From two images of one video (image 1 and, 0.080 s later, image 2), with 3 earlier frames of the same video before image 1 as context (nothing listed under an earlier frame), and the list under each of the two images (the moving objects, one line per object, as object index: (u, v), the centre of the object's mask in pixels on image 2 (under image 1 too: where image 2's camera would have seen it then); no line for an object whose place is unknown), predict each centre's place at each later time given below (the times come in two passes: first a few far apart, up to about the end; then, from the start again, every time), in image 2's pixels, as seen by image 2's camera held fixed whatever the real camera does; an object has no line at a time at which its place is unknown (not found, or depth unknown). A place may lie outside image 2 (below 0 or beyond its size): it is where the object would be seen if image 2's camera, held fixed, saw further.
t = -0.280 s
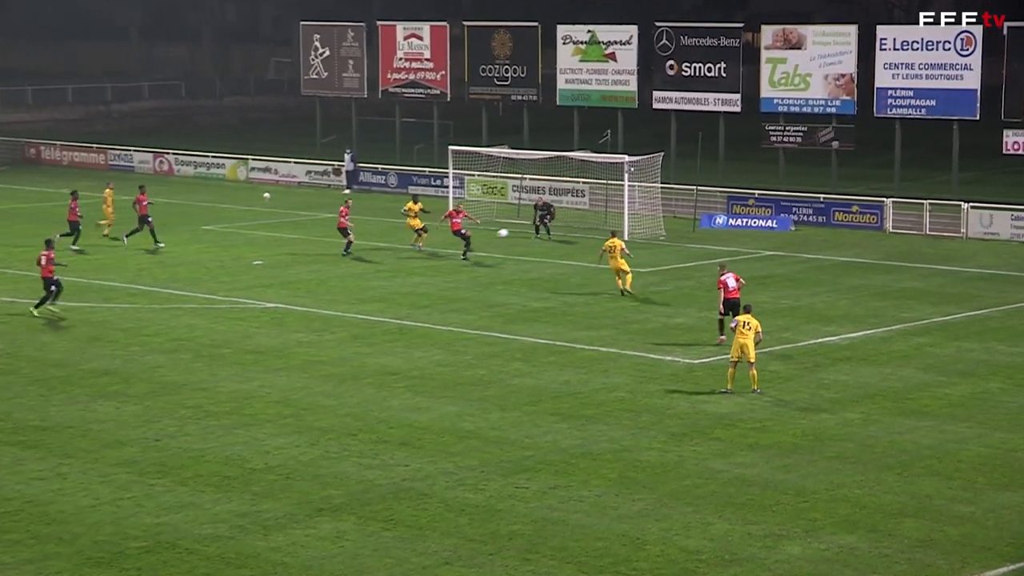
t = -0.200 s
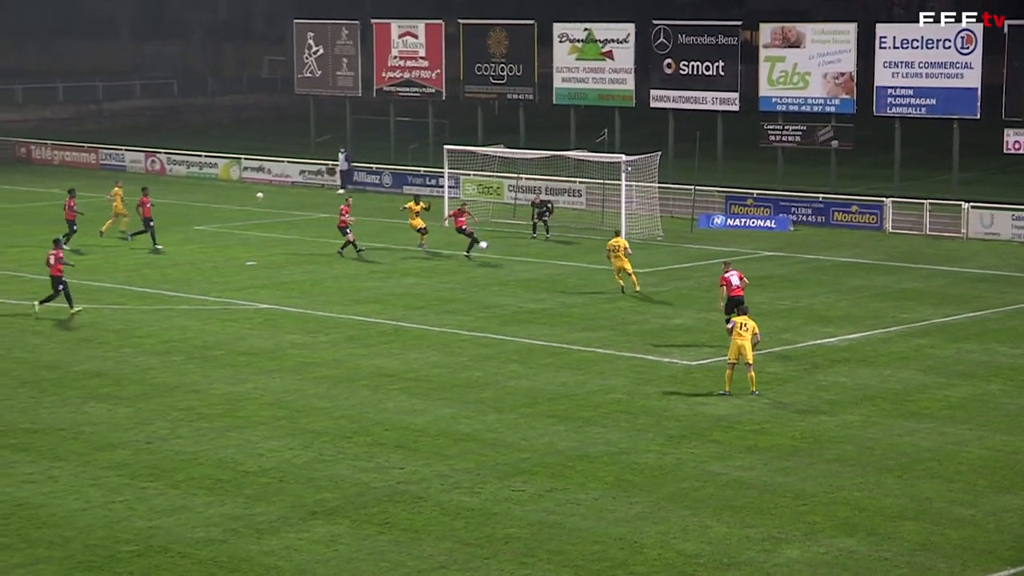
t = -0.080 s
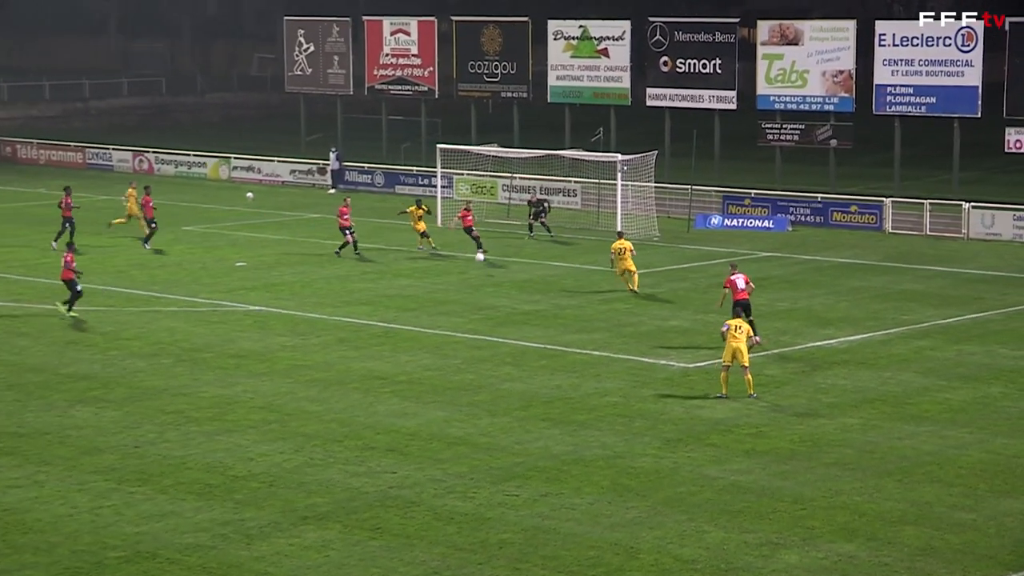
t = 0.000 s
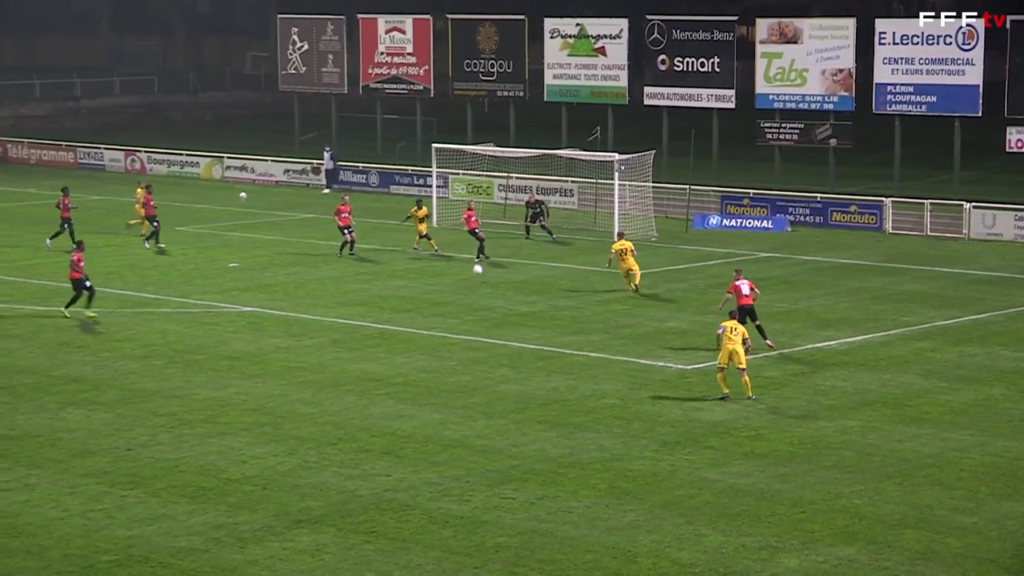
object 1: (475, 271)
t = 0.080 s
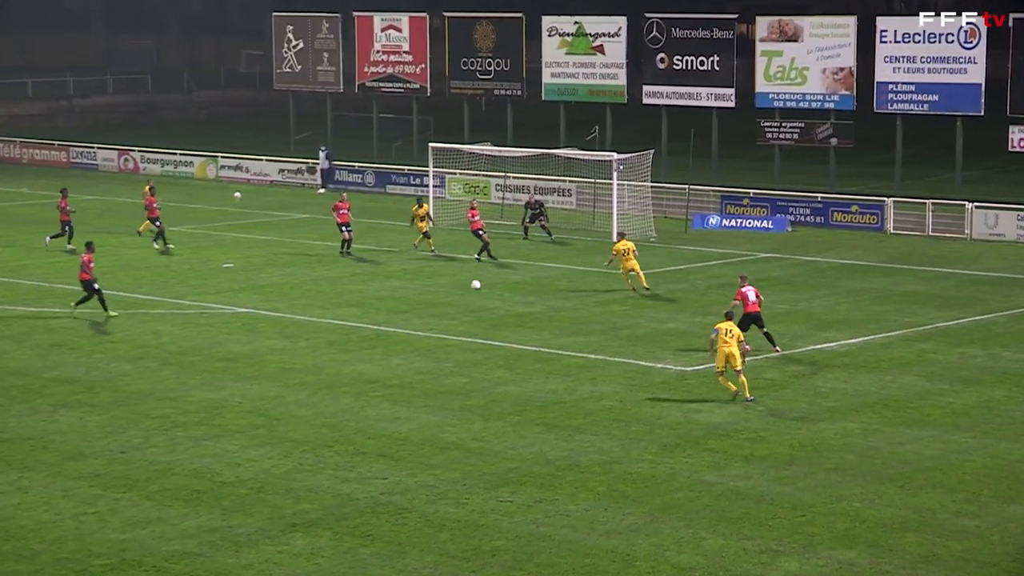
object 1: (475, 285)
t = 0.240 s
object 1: (472, 293)
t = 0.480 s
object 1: (465, 315)
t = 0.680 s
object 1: (459, 330)
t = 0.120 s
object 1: (474, 286)
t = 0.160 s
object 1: (474, 287)
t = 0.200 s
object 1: (473, 290)
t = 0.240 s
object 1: (472, 293)
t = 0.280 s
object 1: (471, 297)
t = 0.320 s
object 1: (470, 302)
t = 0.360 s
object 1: (469, 306)
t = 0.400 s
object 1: (467, 308)
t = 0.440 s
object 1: (466, 311)
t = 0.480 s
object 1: (465, 315)
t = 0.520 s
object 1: (463, 318)
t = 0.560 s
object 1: (463, 320)
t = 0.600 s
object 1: (462, 323)
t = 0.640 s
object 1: (460, 326)
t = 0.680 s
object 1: (459, 330)
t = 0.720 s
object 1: (458, 331)
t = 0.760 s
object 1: (457, 335)
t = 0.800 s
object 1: (456, 337)
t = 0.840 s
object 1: (454, 339)
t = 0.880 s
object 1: (453, 341)
